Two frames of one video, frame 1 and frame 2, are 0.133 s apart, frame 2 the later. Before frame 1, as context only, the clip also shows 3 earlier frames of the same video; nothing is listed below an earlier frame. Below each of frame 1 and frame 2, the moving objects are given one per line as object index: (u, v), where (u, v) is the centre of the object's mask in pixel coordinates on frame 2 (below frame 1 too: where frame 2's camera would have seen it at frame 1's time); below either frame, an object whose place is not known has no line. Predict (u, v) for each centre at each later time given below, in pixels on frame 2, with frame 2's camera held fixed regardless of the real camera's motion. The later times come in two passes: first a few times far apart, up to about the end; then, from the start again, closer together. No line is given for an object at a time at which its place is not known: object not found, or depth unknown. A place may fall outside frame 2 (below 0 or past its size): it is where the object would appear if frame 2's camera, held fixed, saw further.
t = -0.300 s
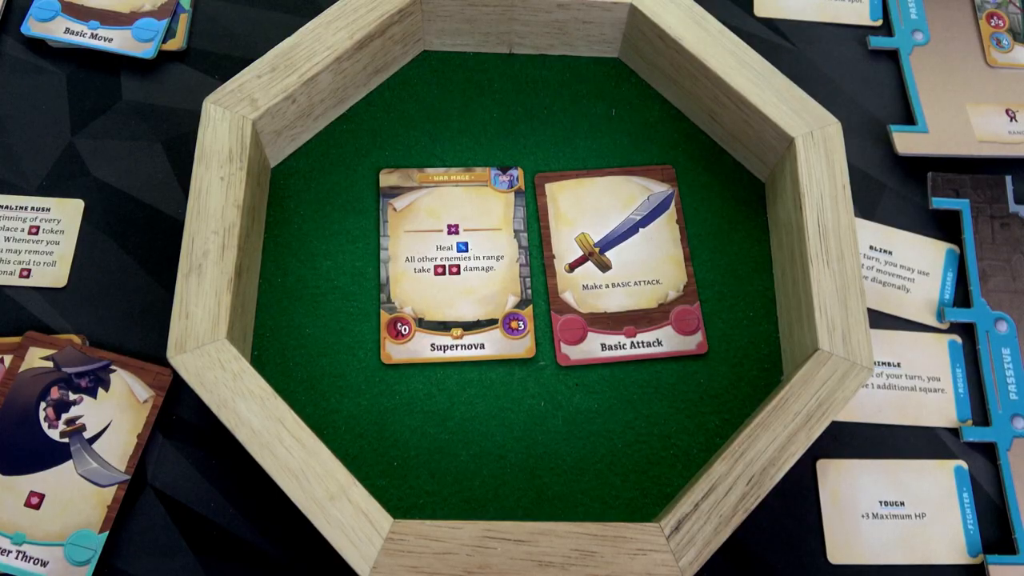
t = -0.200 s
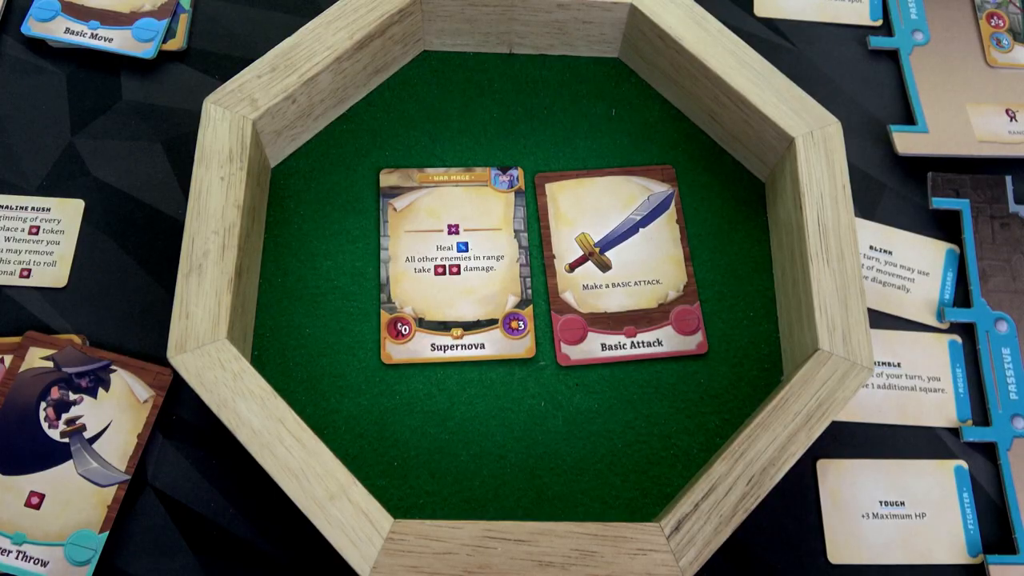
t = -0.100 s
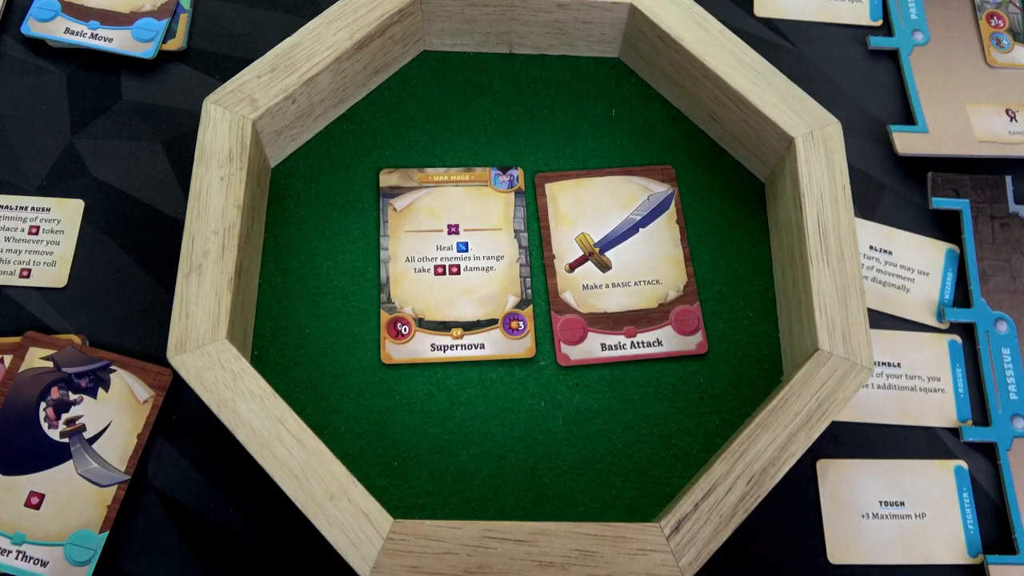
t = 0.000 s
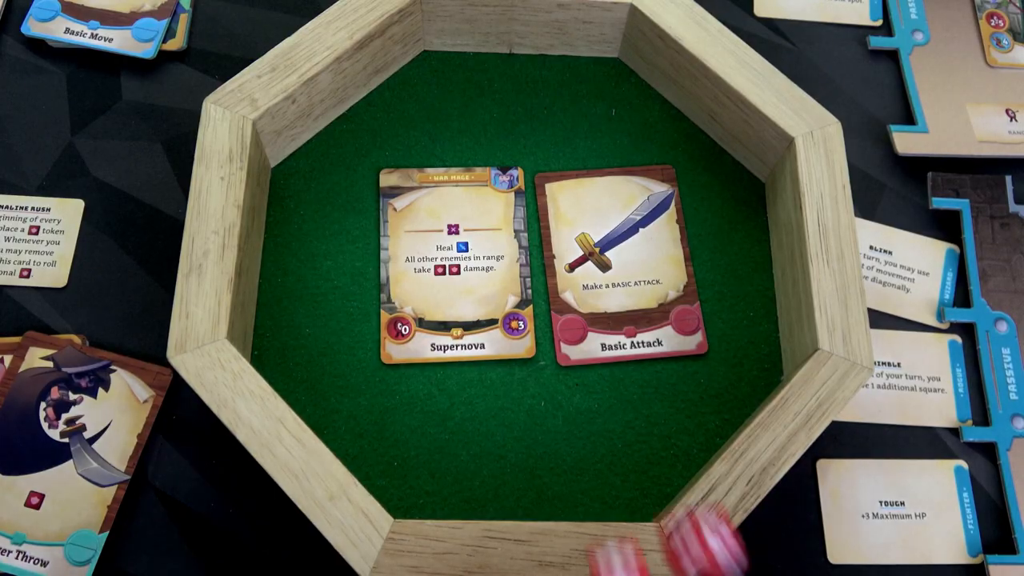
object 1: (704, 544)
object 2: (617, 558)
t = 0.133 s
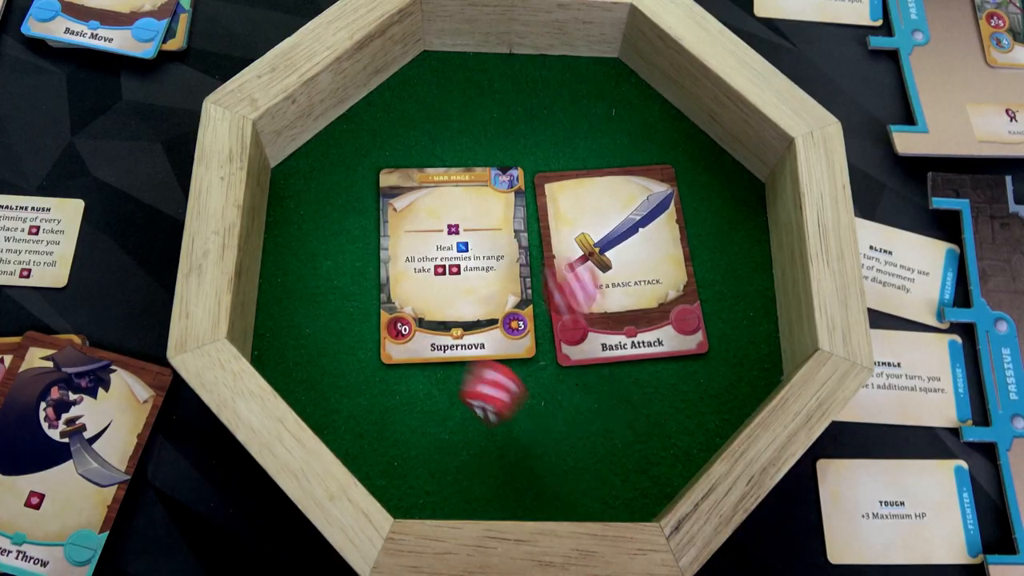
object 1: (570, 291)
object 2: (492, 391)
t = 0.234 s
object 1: (503, 117)
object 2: (389, 303)
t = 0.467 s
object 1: (411, 103)
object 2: (319, 182)
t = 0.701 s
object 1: (401, 133)
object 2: (320, 182)
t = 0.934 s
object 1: (401, 133)
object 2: (320, 182)
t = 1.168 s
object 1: (401, 133)
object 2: (320, 182)
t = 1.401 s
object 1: (401, 133)
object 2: (320, 182)
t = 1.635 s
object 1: (401, 133)
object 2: (320, 182)
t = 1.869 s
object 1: (401, 133)
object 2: (320, 182)
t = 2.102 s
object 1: (401, 133)
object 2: (320, 182)
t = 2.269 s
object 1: (401, 133)
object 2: (320, 182)
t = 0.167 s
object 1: (550, 229)
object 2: (458, 354)
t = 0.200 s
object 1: (524, 176)
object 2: (420, 321)
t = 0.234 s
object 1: (503, 117)
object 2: (389, 303)
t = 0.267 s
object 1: (483, 62)
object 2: (357, 277)
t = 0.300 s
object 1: (461, 41)
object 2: (328, 258)
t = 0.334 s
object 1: (434, 67)
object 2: (302, 236)
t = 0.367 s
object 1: (414, 68)
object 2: (291, 215)
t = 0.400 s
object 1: (412, 84)
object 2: (303, 197)
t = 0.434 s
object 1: (410, 93)
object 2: (313, 186)
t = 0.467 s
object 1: (411, 103)
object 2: (319, 182)
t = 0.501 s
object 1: (408, 115)
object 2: (320, 182)
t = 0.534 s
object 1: (407, 123)
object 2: (320, 182)
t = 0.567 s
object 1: (406, 129)
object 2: (320, 182)
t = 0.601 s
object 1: (402, 133)
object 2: (320, 182)
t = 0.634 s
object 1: (401, 133)
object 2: (320, 182)
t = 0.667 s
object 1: (401, 133)
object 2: (320, 182)
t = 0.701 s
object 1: (401, 133)
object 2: (320, 182)
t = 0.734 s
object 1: (401, 133)
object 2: (320, 182)
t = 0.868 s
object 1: (401, 133)
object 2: (320, 182)
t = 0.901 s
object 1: (401, 133)
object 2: (320, 182)
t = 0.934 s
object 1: (401, 133)
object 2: (320, 182)
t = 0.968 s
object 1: (401, 133)
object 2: (320, 182)
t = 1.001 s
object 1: (401, 133)
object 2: (320, 182)
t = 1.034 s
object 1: (401, 133)
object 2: (320, 182)
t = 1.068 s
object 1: (401, 133)
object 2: (320, 182)
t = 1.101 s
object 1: (401, 133)
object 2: (320, 182)
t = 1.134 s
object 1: (401, 133)
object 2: (320, 182)
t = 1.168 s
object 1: (401, 133)
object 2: (320, 182)
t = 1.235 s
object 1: (401, 133)
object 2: (319, 182)
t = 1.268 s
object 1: (401, 133)
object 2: (319, 182)
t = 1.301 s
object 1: (401, 133)
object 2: (320, 182)
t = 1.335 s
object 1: (401, 133)
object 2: (320, 182)
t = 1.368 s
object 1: (401, 133)
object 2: (320, 182)
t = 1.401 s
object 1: (401, 133)
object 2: (320, 182)
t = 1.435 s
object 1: (401, 133)
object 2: (320, 182)
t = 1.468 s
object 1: (401, 133)
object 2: (320, 182)
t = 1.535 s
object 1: (401, 133)
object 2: (320, 182)
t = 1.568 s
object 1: (401, 133)
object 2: (320, 182)
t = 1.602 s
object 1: (401, 133)
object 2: (320, 182)
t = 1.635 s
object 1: (401, 133)
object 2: (320, 182)
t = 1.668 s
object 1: (401, 133)
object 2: (320, 182)
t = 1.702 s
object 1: (401, 133)
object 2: (320, 182)
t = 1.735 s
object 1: (401, 133)
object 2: (320, 182)
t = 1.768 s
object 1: (401, 133)
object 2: (320, 182)
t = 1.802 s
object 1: (401, 133)
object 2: (320, 182)
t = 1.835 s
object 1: (401, 133)
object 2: (320, 182)
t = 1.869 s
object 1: (401, 133)
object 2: (320, 182)
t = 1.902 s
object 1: (401, 133)
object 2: (320, 182)
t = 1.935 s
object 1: (401, 133)
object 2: (320, 182)
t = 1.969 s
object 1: (401, 133)
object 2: (320, 182)
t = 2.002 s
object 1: (401, 133)
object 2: (320, 182)
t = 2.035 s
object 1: (401, 133)
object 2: (320, 182)
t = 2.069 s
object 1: (401, 133)
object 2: (320, 182)
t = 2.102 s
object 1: (401, 133)
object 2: (320, 182)
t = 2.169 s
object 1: (401, 133)
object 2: (320, 182)
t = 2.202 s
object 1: (401, 133)
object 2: (320, 182)
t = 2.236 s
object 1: (401, 133)
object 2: (320, 182)
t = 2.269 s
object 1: (401, 133)
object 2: (320, 182)
